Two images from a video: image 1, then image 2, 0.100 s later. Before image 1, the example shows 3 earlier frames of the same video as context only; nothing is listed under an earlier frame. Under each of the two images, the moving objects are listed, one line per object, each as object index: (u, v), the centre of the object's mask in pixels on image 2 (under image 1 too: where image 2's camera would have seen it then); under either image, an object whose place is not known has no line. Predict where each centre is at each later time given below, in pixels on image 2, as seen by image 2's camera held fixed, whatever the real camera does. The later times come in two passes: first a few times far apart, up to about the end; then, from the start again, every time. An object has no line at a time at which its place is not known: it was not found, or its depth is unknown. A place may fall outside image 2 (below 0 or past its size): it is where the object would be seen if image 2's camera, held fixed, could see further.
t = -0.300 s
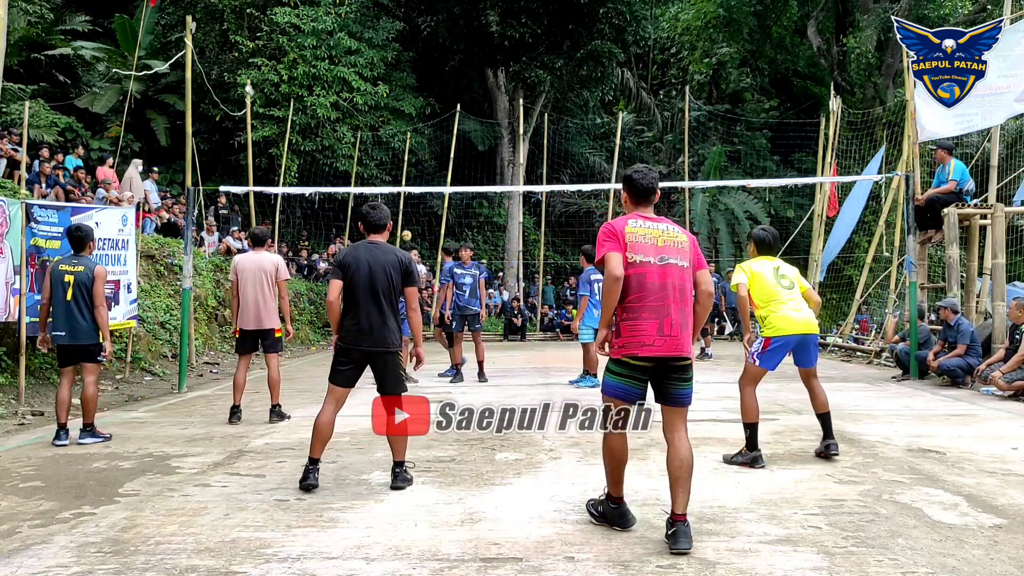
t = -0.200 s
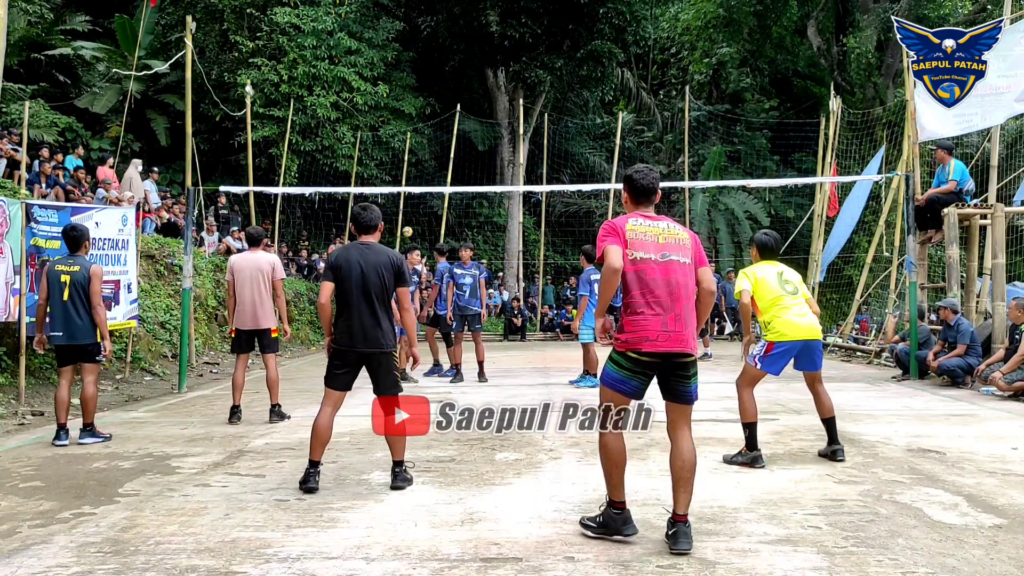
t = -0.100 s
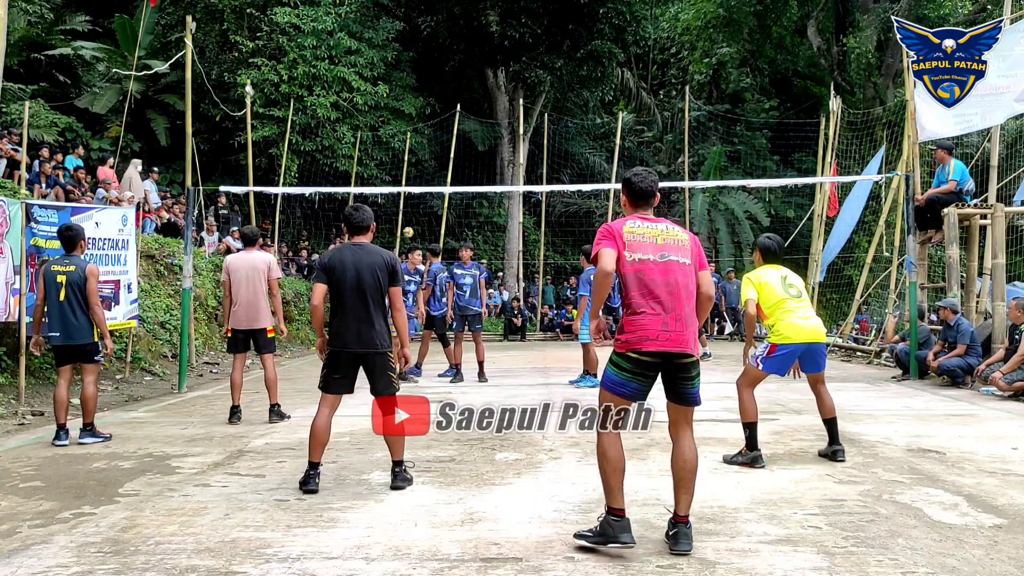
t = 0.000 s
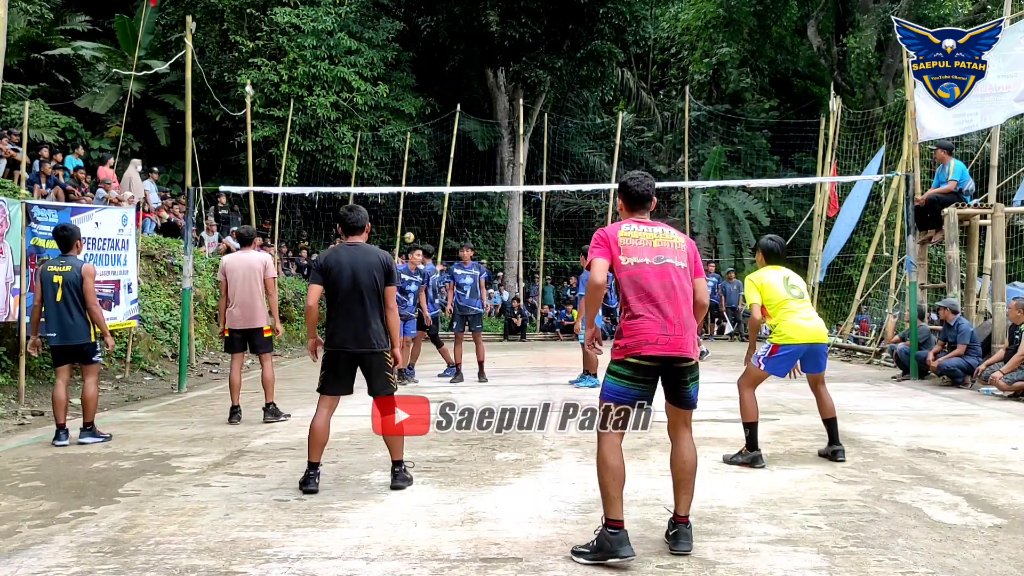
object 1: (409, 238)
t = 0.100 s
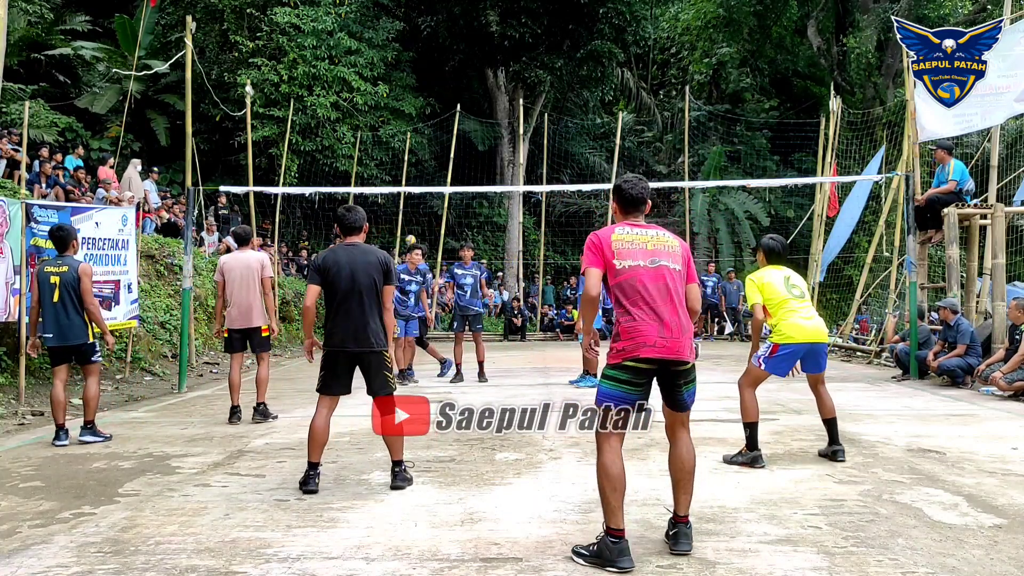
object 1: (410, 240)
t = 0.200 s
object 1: (414, 219)
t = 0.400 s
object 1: (422, 180)
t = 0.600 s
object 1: (434, 156)
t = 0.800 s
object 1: (454, 152)
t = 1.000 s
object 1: (489, 200)
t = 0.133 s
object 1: (412, 233)
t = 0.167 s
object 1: (413, 226)
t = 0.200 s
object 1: (414, 219)
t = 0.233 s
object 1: (415, 212)
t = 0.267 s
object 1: (416, 205)
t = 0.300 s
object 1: (417, 198)
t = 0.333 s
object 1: (419, 195)
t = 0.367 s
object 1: (420, 183)
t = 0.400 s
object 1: (422, 180)
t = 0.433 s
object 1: (423, 175)
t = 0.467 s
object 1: (425, 170)
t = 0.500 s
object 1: (427, 166)
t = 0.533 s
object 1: (429, 162)
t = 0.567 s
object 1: (431, 159)
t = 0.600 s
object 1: (434, 156)
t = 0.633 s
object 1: (436, 153)
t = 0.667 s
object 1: (439, 151)
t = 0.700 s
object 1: (442, 150)
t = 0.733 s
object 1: (446, 150)
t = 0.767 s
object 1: (450, 150)
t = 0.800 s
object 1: (454, 152)
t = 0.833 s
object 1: (459, 155)
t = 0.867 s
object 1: (464, 159)
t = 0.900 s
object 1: (469, 166)
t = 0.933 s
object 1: (475, 174)
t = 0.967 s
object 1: (482, 186)
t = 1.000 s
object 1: (489, 200)
